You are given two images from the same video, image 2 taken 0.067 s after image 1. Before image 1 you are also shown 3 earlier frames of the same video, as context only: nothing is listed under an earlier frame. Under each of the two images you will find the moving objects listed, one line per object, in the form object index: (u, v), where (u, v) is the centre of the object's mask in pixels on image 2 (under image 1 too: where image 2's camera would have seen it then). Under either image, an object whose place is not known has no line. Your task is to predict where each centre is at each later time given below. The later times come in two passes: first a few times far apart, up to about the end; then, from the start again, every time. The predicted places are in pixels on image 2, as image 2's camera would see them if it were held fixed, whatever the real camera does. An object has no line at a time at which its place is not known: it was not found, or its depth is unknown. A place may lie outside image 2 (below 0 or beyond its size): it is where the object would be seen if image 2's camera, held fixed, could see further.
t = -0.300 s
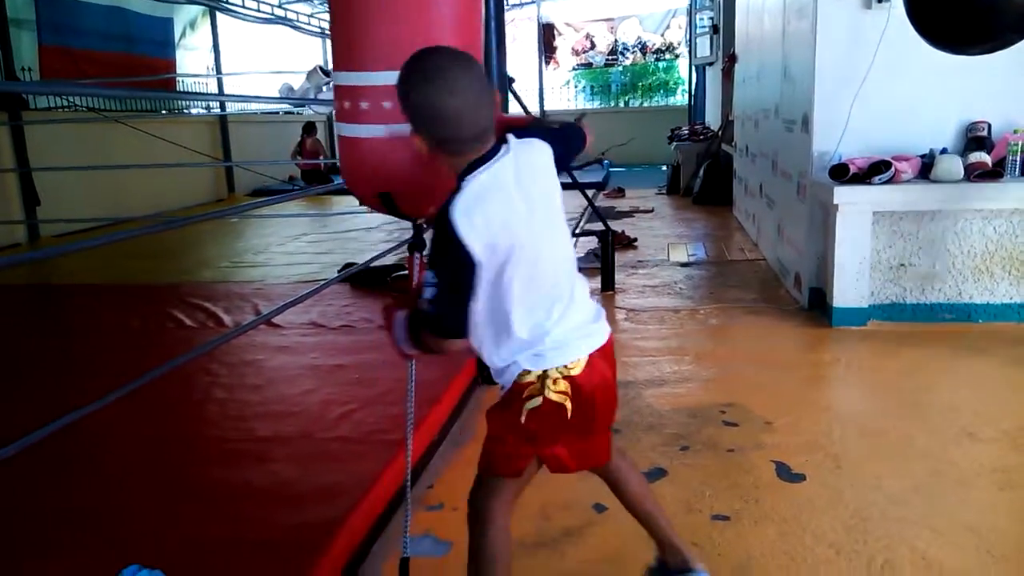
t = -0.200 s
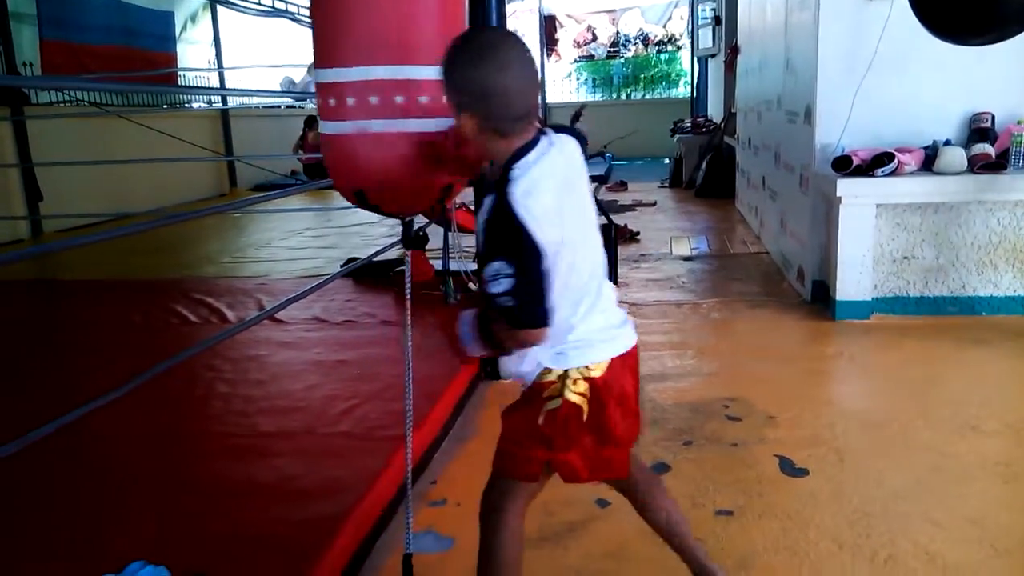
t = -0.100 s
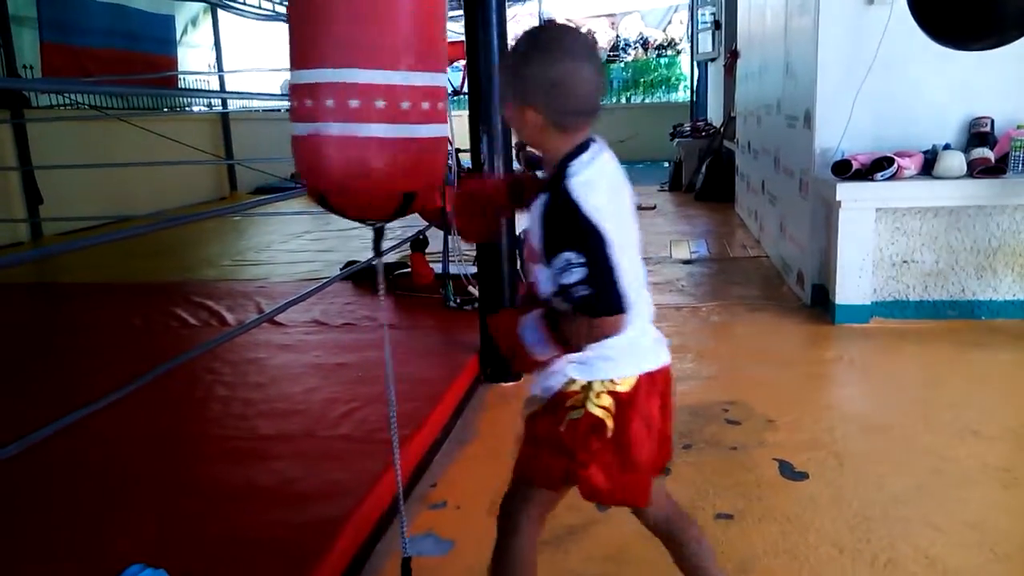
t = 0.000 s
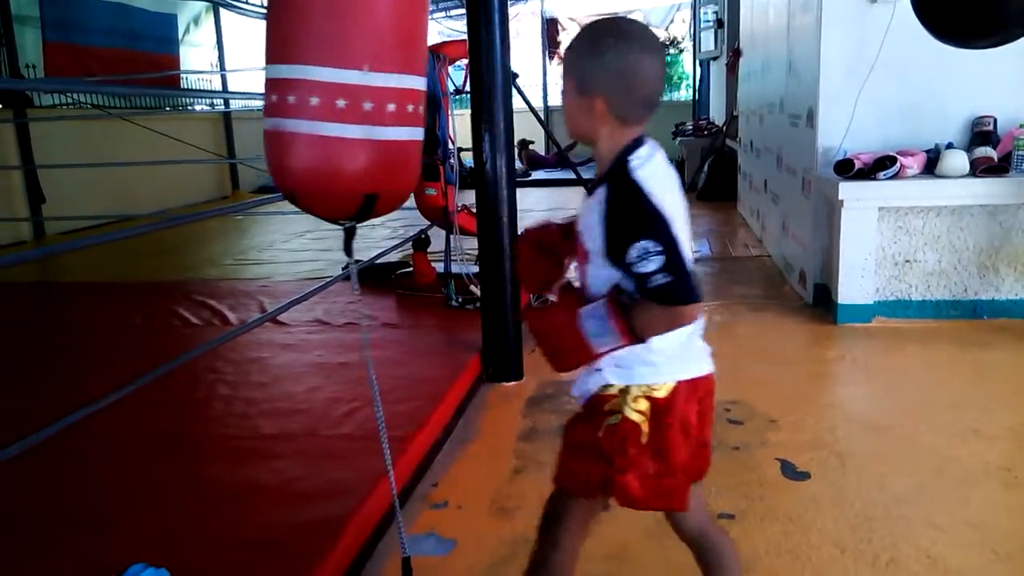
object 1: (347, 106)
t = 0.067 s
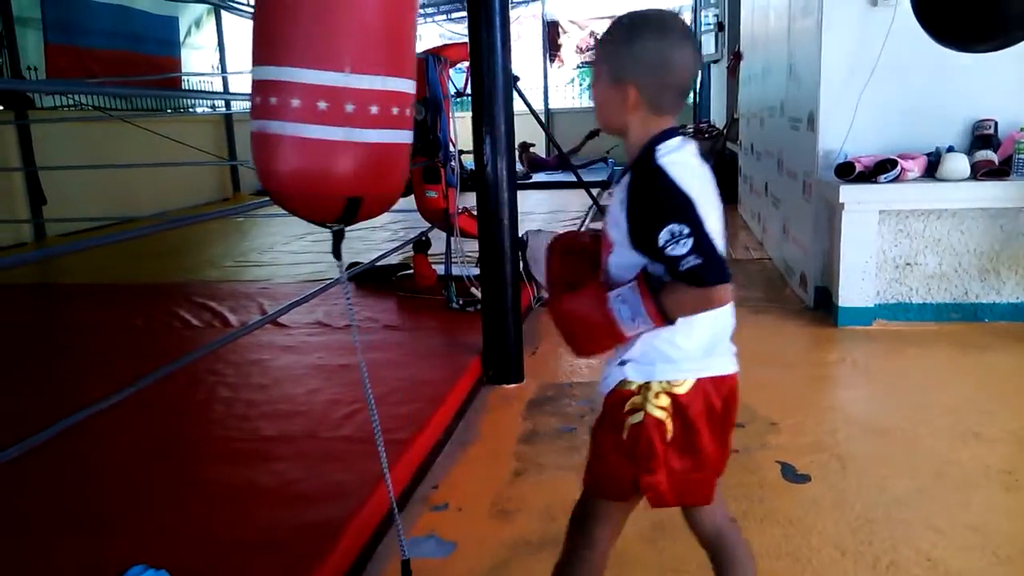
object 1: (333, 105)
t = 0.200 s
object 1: (312, 106)
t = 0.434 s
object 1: (309, 99)
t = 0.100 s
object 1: (328, 106)
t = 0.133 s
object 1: (321, 105)
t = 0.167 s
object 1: (316, 106)
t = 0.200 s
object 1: (312, 106)
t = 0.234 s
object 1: (308, 105)
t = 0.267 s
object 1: (306, 103)
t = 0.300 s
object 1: (304, 103)
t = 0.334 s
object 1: (304, 102)
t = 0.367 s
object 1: (306, 100)
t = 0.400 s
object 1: (308, 100)
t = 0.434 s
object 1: (309, 99)
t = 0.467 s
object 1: (313, 98)
